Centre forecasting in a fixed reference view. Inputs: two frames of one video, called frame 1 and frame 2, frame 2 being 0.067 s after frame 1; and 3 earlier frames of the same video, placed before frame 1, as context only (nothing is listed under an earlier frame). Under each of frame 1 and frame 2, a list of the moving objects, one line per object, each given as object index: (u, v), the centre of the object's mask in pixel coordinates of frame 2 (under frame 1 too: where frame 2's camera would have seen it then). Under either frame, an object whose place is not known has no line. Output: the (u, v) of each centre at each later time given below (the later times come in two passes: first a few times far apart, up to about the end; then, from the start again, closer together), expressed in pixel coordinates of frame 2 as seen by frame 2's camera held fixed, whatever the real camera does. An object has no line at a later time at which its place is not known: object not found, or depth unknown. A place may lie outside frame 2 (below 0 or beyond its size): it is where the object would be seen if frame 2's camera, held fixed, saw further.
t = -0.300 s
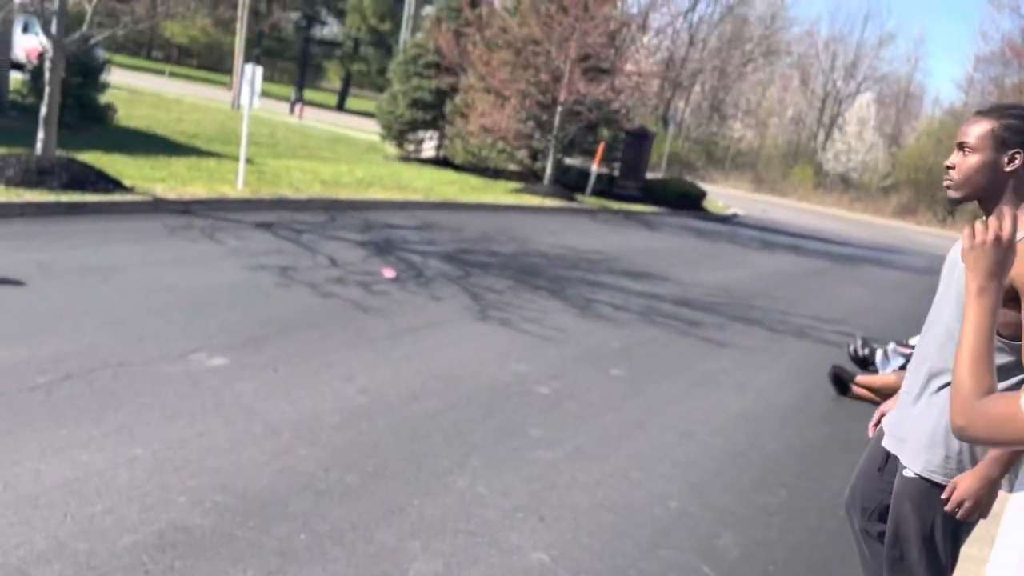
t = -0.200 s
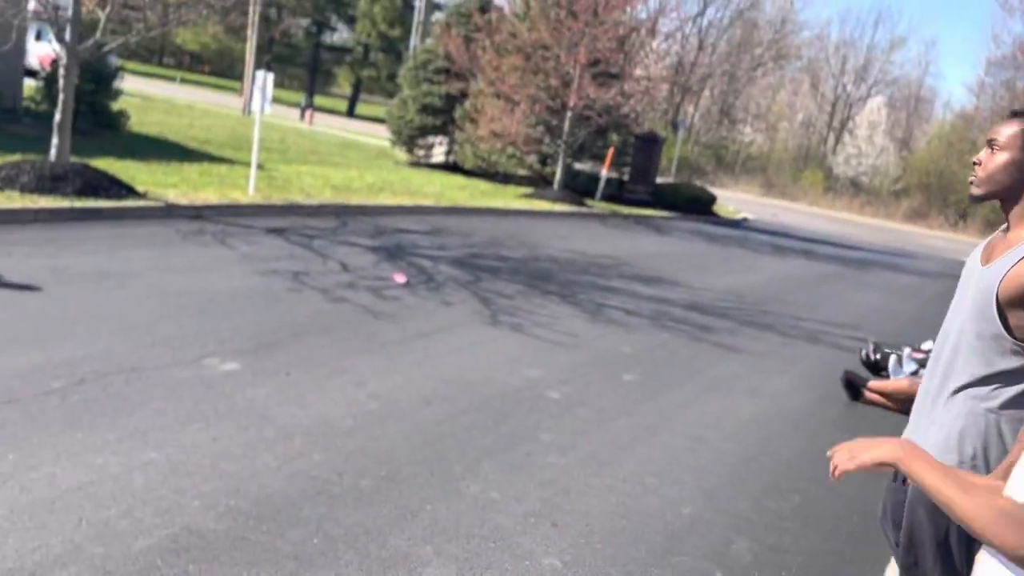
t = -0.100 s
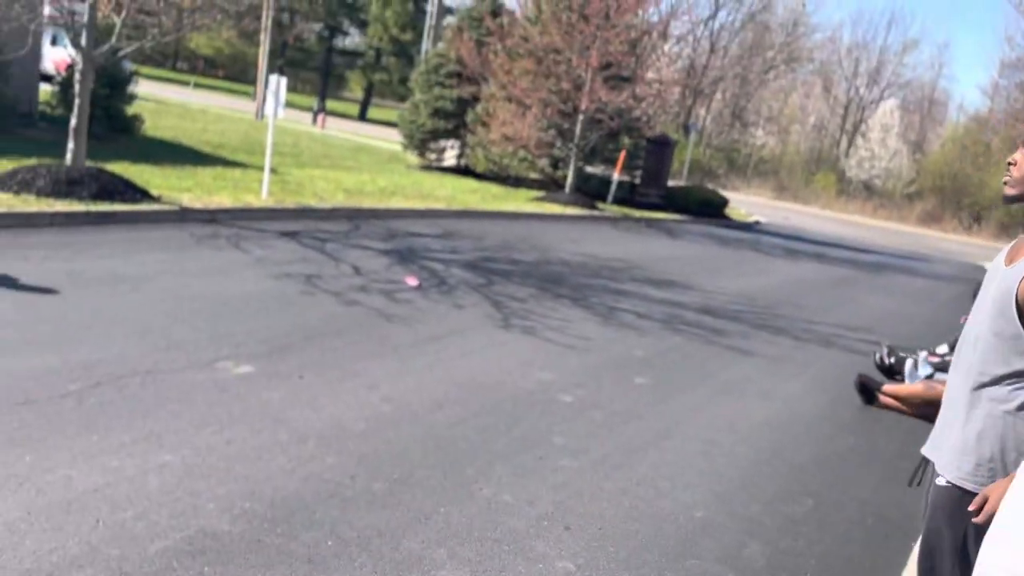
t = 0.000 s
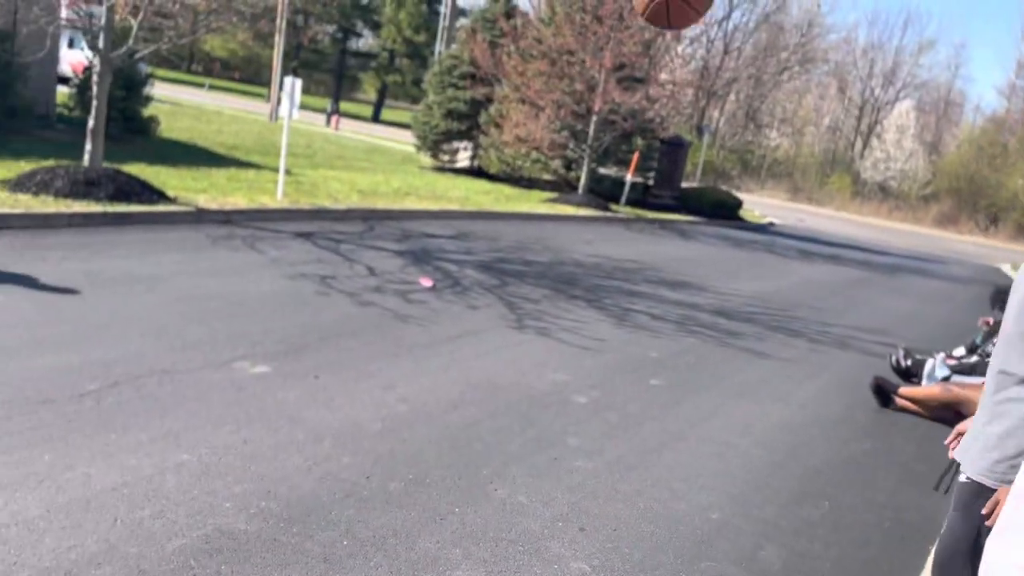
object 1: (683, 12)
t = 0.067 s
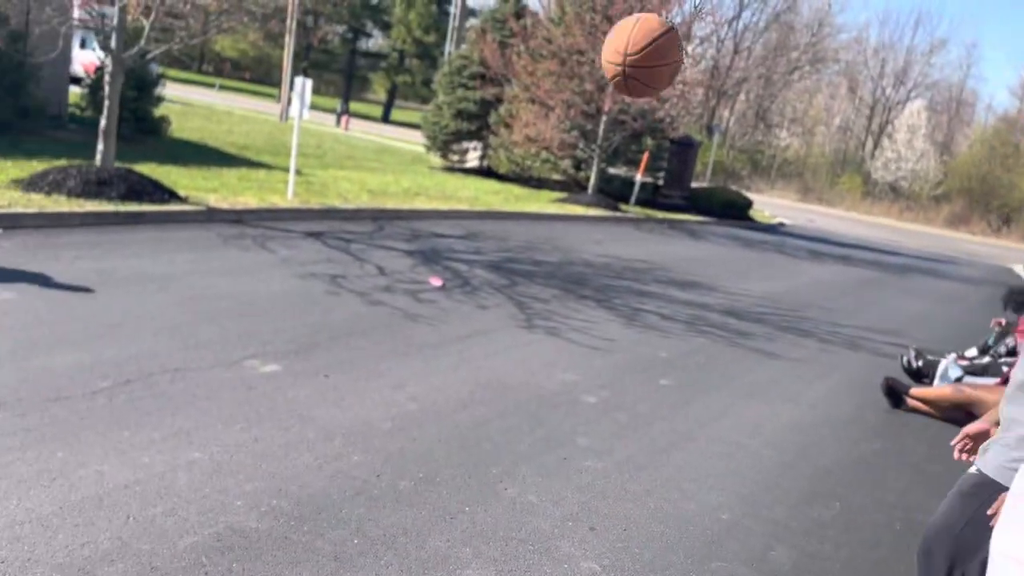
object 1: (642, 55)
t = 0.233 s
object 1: (545, 257)
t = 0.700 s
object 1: (450, 232)
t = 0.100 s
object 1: (622, 93)
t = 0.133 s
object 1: (602, 133)
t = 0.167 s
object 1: (581, 174)
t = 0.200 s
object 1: (562, 215)
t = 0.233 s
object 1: (545, 257)
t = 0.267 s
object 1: (527, 300)
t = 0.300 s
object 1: (510, 343)
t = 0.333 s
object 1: (493, 386)
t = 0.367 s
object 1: (477, 430)
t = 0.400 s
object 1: (461, 475)
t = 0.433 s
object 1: (452, 482)
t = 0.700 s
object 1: (450, 232)
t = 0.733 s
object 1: (448, 212)
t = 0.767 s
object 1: (446, 196)
